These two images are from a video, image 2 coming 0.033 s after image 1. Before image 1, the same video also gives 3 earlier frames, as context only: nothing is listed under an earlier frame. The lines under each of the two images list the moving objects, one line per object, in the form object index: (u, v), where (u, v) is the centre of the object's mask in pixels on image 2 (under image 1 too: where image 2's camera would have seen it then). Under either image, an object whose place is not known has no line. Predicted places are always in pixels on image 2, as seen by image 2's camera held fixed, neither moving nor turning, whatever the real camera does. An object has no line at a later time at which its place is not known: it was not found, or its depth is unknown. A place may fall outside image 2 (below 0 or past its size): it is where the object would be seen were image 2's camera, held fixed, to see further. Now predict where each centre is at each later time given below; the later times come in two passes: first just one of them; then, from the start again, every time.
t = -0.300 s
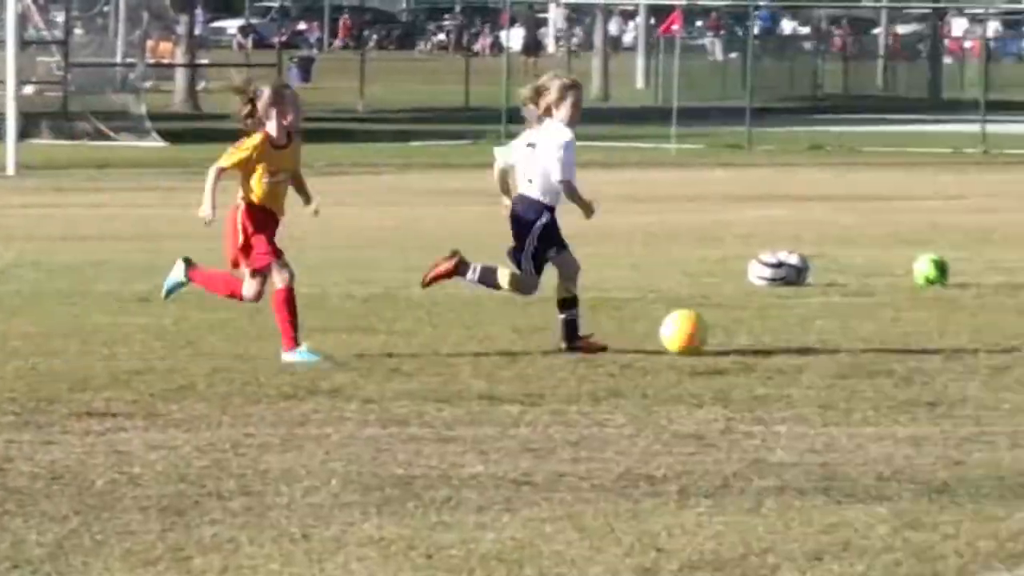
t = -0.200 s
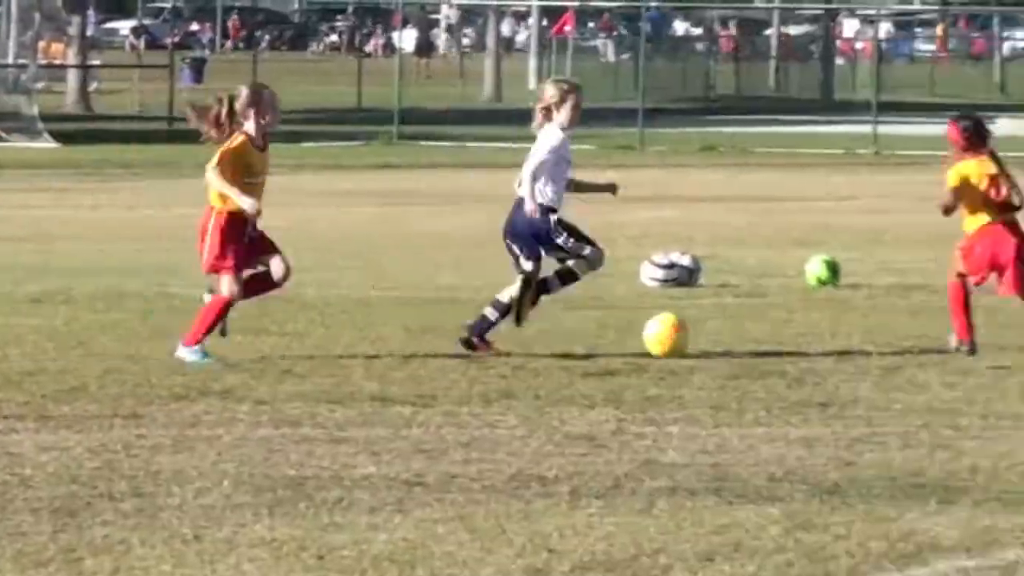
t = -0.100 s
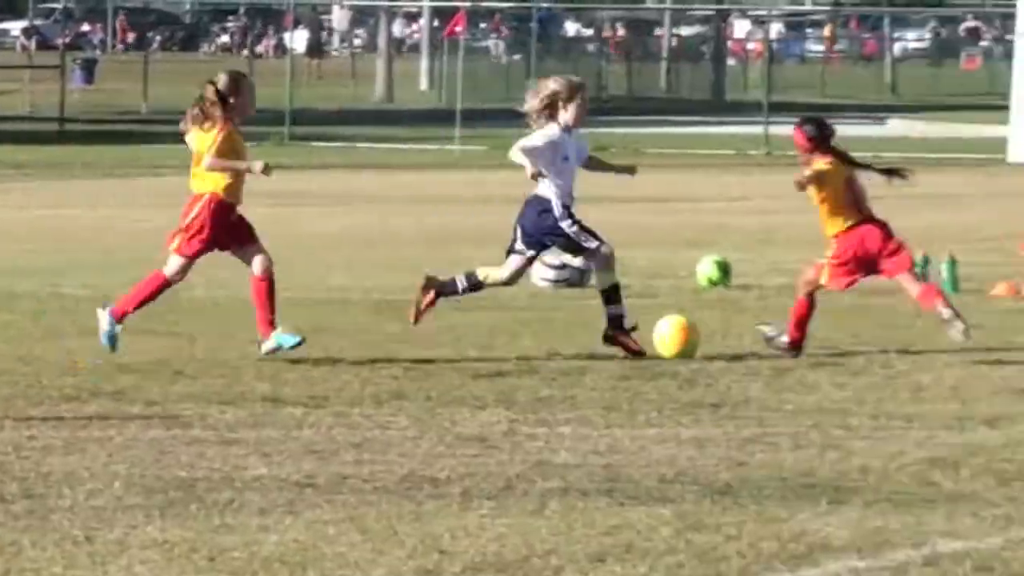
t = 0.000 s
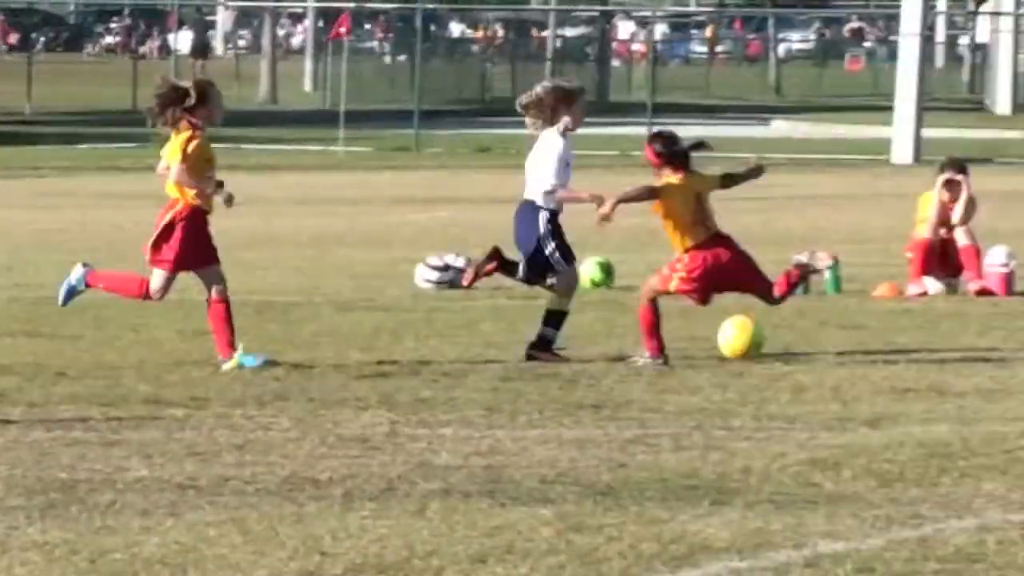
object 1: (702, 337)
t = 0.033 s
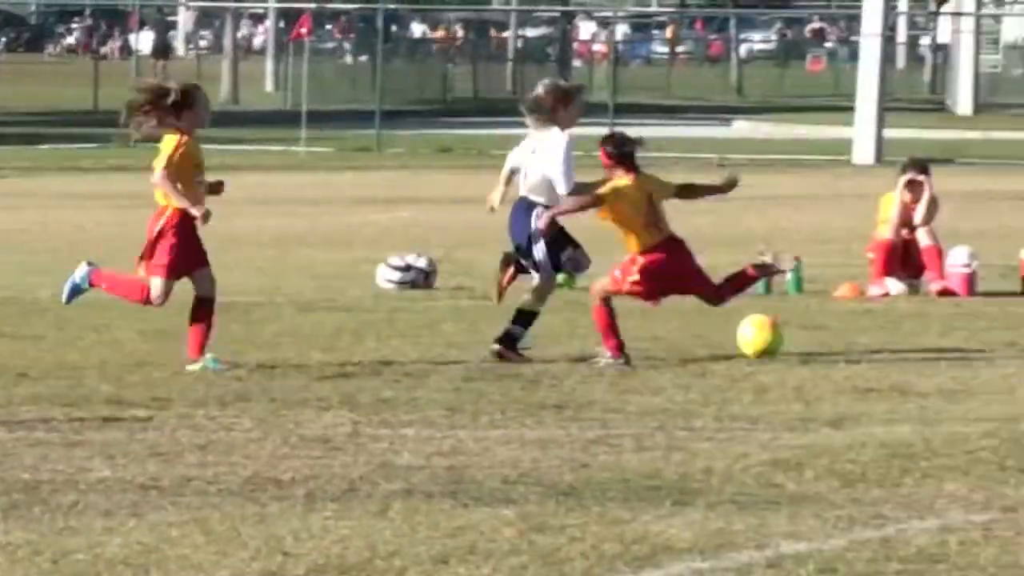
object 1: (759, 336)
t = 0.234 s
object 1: (1078, 337)
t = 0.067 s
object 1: (815, 336)
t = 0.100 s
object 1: (872, 337)
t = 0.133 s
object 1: (925, 336)
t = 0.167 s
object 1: (975, 334)
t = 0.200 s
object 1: (1026, 335)
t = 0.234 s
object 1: (1078, 337)
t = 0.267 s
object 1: (1129, 342)
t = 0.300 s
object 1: (1176, 341)
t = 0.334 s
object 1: (1223, 340)
